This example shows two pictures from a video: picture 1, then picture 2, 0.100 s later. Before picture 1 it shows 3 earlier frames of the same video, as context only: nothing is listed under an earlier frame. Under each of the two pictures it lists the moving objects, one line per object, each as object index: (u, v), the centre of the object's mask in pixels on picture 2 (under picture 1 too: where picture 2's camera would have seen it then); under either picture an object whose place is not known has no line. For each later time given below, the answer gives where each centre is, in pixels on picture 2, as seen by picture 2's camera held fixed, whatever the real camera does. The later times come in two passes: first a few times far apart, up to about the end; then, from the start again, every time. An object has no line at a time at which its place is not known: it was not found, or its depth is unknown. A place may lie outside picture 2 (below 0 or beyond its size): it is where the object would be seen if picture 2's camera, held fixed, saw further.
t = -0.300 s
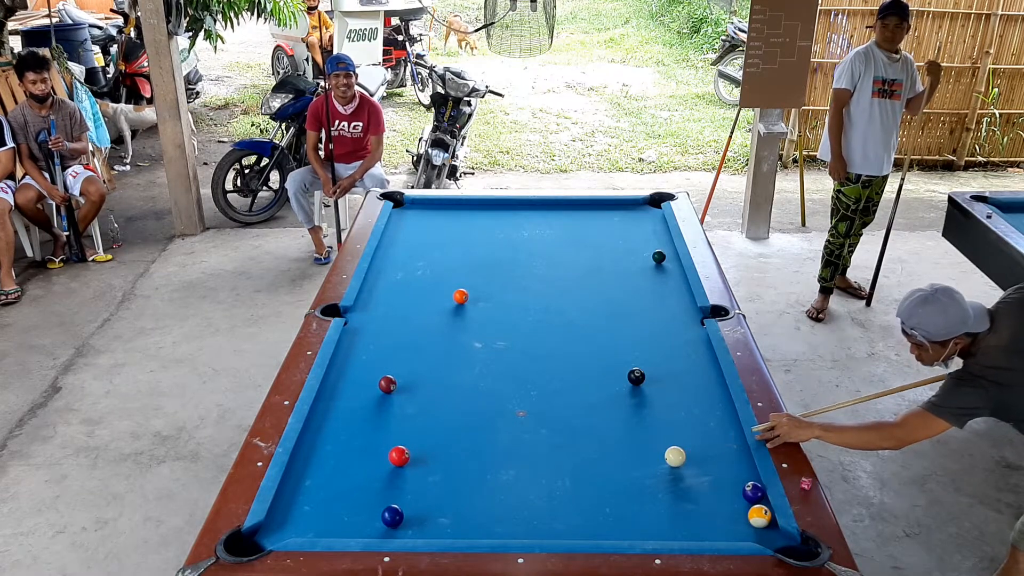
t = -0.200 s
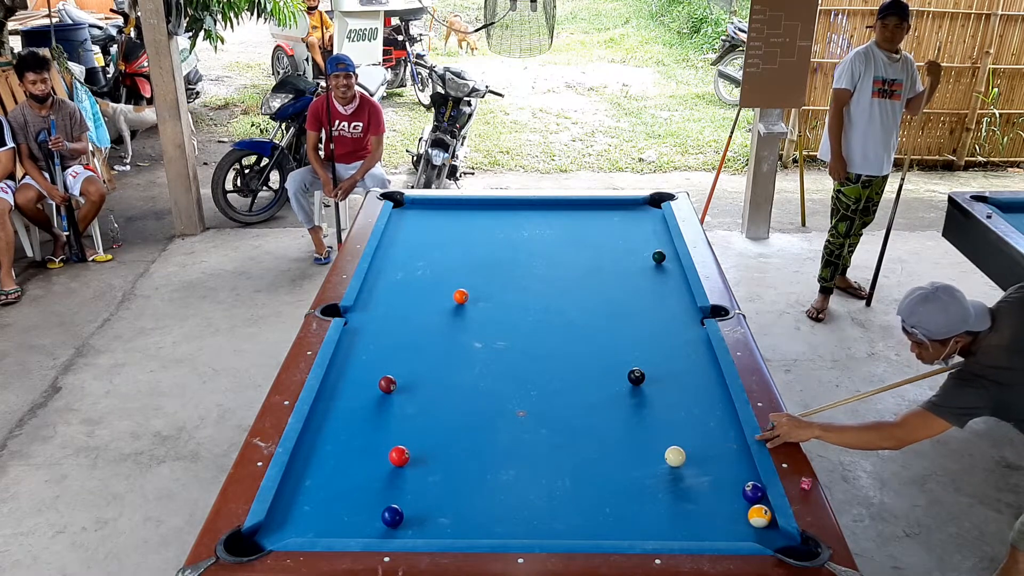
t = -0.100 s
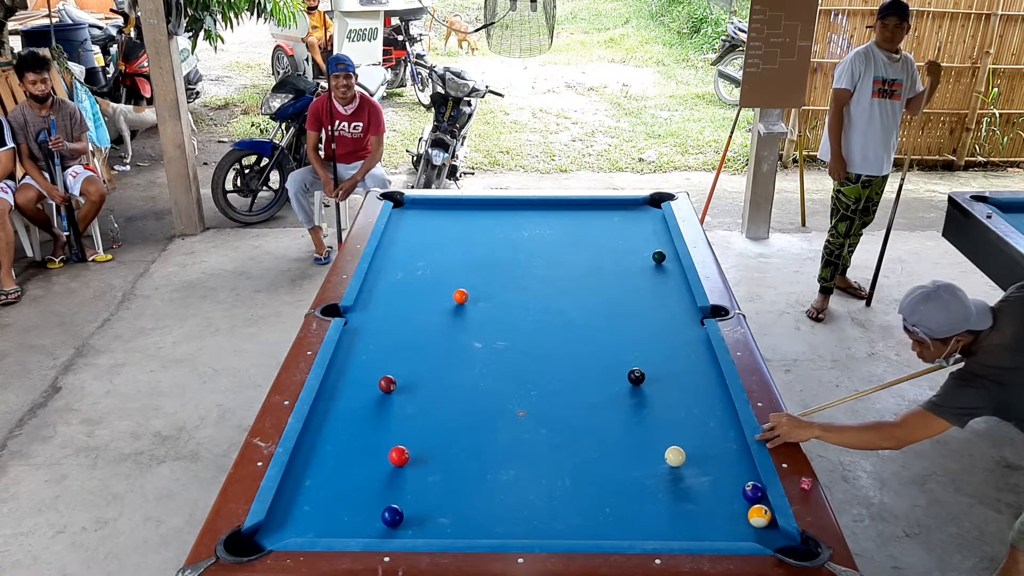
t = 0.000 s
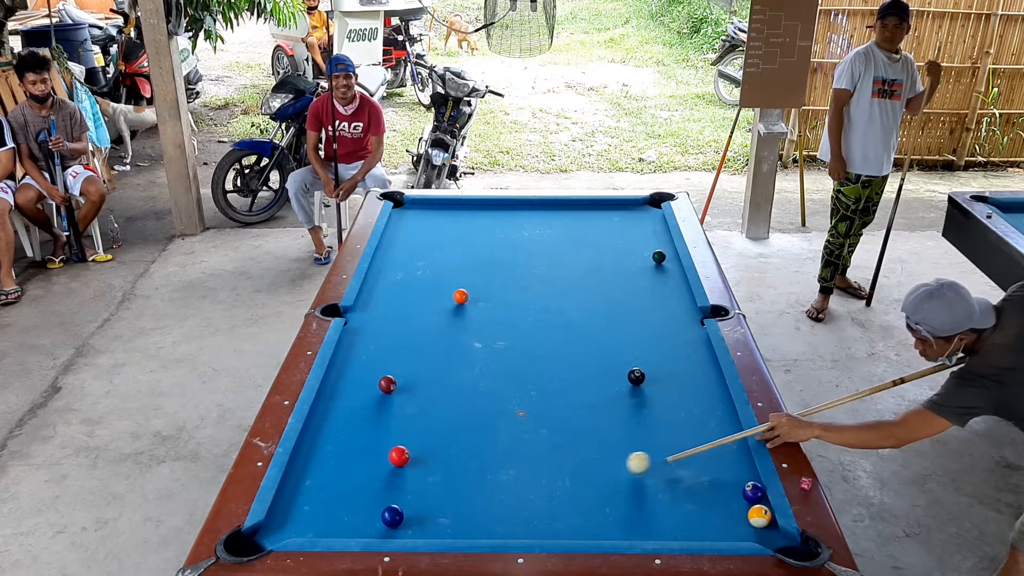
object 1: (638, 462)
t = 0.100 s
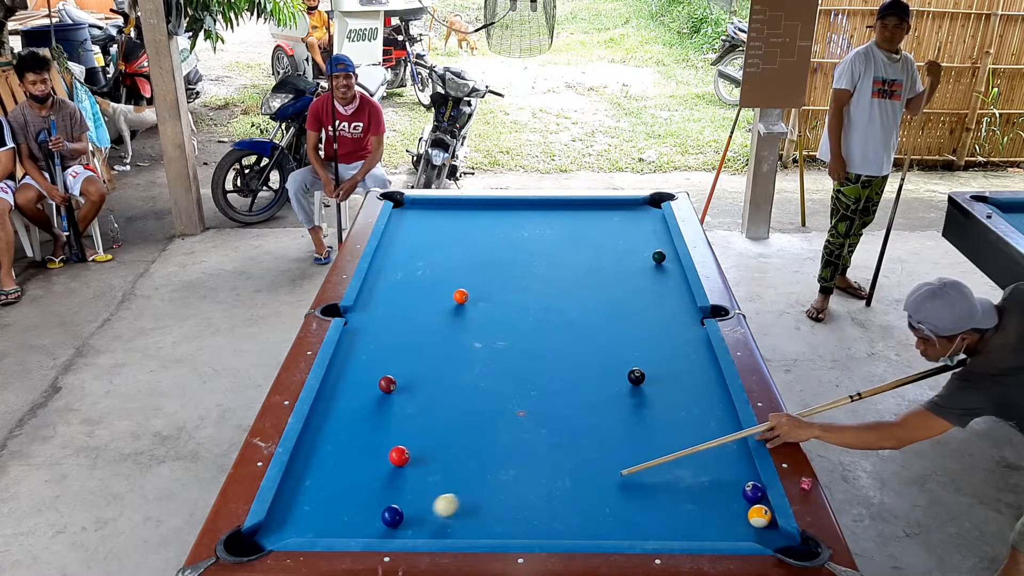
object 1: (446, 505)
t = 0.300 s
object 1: (414, 530)
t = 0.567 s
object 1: (432, 512)
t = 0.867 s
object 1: (450, 494)
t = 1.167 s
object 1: (466, 478)
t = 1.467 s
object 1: (481, 464)
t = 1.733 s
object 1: (494, 454)
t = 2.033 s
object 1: (507, 443)
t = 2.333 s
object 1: (519, 434)
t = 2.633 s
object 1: (530, 427)
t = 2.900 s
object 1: (538, 421)
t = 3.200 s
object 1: (547, 415)
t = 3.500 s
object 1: (554, 411)
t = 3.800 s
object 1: (560, 407)
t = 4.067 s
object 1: (565, 404)
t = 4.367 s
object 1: (569, 402)
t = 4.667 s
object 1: (572, 401)
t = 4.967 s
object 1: (572, 401)
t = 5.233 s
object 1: (572, 401)
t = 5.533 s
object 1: (572, 401)
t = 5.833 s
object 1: (572, 401)
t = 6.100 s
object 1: (572, 401)
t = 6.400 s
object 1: (572, 401)
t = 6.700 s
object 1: (572, 401)
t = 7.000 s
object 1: (572, 401)
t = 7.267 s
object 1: (572, 401)
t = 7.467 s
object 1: (572, 401)
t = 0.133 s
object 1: (414, 517)
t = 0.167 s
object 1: (412, 523)
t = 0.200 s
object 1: (411, 529)
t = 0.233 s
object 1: (410, 532)
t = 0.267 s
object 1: (412, 531)
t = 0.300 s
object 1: (414, 530)
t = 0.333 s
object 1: (417, 528)
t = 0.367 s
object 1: (419, 526)
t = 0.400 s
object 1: (421, 523)
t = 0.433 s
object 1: (424, 521)
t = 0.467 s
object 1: (426, 519)
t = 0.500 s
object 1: (428, 517)
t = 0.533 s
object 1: (430, 514)
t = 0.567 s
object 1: (432, 512)
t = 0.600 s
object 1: (434, 510)
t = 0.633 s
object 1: (436, 508)
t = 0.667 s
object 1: (438, 506)
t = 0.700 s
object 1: (440, 504)
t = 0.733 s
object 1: (442, 502)
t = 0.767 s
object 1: (444, 500)
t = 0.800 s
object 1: (446, 498)
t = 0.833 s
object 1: (448, 496)
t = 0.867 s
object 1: (450, 494)
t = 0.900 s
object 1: (452, 492)
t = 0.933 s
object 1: (454, 490)
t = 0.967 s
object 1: (455, 488)
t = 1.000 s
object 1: (457, 486)
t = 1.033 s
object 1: (459, 485)
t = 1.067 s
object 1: (461, 483)
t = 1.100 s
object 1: (463, 481)
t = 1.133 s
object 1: (464, 480)
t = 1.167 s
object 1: (466, 478)
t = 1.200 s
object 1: (468, 476)
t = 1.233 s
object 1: (470, 475)
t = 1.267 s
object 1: (471, 473)
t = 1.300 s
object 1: (473, 472)
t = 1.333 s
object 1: (475, 470)
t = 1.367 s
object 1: (477, 469)
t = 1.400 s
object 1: (478, 467)
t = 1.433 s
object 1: (480, 466)
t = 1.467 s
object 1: (481, 464)
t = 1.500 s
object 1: (483, 463)
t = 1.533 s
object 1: (485, 462)
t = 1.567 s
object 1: (486, 460)
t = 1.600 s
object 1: (488, 459)
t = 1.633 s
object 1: (489, 457)
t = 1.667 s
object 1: (491, 456)
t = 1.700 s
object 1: (493, 455)
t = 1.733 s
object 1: (494, 454)
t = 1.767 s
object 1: (496, 452)
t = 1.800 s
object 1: (497, 451)
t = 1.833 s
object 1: (499, 450)
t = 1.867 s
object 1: (500, 449)
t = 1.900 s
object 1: (501, 448)
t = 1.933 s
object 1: (503, 447)
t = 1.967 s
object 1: (504, 445)
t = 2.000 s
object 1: (506, 444)
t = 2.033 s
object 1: (507, 443)
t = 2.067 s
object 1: (508, 442)
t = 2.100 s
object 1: (510, 441)
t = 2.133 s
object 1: (511, 440)
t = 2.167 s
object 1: (512, 439)
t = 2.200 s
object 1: (514, 438)
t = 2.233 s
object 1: (515, 437)
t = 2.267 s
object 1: (516, 436)
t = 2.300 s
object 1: (518, 435)
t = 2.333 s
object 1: (519, 434)
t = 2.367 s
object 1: (520, 434)
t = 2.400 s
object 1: (521, 432)
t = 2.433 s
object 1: (523, 432)
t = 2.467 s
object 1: (524, 431)
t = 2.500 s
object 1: (525, 430)
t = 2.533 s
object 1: (526, 429)
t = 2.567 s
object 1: (528, 428)
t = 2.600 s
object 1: (529, 428)
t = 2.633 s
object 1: (530, 427)
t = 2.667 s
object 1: (531, 426)
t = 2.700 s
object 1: (532, 425)
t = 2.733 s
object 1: (533, 424)
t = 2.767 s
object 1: (534, 424)
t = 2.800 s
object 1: (535, 423)
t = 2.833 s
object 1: (536, 422)
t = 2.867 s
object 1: (537, 422)
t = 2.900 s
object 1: (538, 421)
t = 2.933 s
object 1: (539, 420)
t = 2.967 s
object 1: (540, 420)
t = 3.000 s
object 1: (541, 419)
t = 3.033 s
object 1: (542, 418)
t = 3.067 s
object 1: (543, 418)
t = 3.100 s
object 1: (544, 417)
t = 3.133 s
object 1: (545, 416)
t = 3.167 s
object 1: (546, 416)
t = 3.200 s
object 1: (547, 415)
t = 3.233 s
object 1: (548, 415)
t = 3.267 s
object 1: (549, 414)
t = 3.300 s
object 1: (549, 413)
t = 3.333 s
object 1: (550, 413)
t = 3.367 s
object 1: (551, 412)
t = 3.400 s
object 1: (552, 412)
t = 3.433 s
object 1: (553, 411)
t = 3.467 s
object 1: (553, 411)
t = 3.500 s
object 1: (554, 411)
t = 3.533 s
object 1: (555, 410)
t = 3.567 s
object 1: (555, 410)
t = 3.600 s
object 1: (556, 409)
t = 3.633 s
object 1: (557, 409)
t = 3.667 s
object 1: (558, 408)
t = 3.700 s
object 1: (558, 408)
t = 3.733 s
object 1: (559, 408)
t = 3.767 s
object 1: (560, 407)
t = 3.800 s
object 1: (560, 407)
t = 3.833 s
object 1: (561, 407)
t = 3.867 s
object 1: (562, 406)
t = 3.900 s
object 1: (562, 406)
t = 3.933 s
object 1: (563, 405)
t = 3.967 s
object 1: (564, 405)
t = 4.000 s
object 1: (564, 405)
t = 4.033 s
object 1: (565, 405)
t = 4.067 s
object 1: (565, 404)
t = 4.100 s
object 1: (566, 404)
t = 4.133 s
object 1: (566, 404)
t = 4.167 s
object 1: (567, 404)
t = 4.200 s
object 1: (567, 403)
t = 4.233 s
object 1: (568, 403)
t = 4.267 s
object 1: (568, 403)
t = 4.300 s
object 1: (569, 403)
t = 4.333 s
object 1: (569, 403)
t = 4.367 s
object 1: (569, 402)
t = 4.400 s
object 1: (569, 402)
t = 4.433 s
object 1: (570, 402)
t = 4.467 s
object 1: (570, 402)
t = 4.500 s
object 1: (571, 402)
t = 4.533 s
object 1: (571, 402)
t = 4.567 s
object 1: (571, 402)
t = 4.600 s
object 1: (571, 401)
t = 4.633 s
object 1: (572, 401)
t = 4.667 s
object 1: (572, 401)
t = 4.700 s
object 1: (572, 401)
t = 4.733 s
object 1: (572, 401)
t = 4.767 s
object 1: (572, 401)
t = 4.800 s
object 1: (572, 401)
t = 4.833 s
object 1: (572, 401)
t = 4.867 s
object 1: (572, 401)
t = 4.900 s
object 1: (572, 401)
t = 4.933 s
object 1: (572, 401)
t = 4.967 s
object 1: (572, 401)
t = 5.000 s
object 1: (572, 401)
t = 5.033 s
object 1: (572, 401)
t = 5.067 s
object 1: (572, 401)
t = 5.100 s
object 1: (572, 401)
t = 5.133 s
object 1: (572, 401)
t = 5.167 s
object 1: (572, 401)
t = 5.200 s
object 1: (572, 401)
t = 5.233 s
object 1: (572, 401)
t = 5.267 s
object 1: (572, 401)
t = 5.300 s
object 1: (572, 401)
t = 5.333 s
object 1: (572, 401)
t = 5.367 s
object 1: (572, 401)
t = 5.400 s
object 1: (572, 401)
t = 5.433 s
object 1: (572, 401)
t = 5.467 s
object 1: (572, 401)
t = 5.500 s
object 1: (572, 401)
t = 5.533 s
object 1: (572, 401)
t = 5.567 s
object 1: (572, 401)
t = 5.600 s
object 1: (572, 401)
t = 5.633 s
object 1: (572, 401)
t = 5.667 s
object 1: (572, 401)
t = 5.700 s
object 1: (572, 401)
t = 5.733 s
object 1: (572, 401)
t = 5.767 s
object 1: (572, 401)
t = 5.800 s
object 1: (572, 401)
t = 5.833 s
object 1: (572, 401)
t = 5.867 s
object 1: (572, 401)
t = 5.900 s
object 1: (572, 401)
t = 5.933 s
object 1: (572, 401)
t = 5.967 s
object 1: (572, 401)
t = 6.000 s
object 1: (572, 401)
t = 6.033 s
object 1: (572, 401)
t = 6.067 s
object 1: (572, 401)
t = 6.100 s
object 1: (572, 401)
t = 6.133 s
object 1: (572, 401)
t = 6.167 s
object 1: (572, 401)
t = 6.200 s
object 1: (572, 401)
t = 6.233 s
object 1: (572, 401)
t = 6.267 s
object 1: (572, 401)
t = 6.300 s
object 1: (572, 401)
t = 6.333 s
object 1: (572, 401)
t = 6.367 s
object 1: (572, 401)
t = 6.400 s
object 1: (572, 401)
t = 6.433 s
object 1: (572, 401)
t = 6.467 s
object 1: (572, 401)
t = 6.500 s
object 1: (572, 401)
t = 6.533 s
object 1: (572, 401)
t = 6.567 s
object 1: (572, 401)
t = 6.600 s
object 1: (572, 401)
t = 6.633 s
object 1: (572, 401)
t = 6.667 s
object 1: (572, 401)
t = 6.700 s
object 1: (572, 401)
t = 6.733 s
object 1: (572, 401)
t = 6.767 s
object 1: (572, 401)
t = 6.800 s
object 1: (572, 401)
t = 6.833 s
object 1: (572, 401)
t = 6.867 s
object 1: (572, 401)
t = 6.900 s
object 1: (572, 401)
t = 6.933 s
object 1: (572, 401)
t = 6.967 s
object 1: (572, 401)
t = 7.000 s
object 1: (572, 401)
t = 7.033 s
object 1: (572, 401)
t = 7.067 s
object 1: (572, 401)
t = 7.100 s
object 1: (572, 401)
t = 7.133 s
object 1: (572, 401)
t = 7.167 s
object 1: (572, 401)
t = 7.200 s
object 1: (572, 401)
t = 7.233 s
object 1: (572, 401)
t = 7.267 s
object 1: (572, 401)
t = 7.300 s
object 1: (572, 401)
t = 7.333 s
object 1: (572, 401)
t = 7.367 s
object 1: (572, 401)
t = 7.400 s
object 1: (572, 401)
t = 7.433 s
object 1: (572, 401)
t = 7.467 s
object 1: (572, 401)
